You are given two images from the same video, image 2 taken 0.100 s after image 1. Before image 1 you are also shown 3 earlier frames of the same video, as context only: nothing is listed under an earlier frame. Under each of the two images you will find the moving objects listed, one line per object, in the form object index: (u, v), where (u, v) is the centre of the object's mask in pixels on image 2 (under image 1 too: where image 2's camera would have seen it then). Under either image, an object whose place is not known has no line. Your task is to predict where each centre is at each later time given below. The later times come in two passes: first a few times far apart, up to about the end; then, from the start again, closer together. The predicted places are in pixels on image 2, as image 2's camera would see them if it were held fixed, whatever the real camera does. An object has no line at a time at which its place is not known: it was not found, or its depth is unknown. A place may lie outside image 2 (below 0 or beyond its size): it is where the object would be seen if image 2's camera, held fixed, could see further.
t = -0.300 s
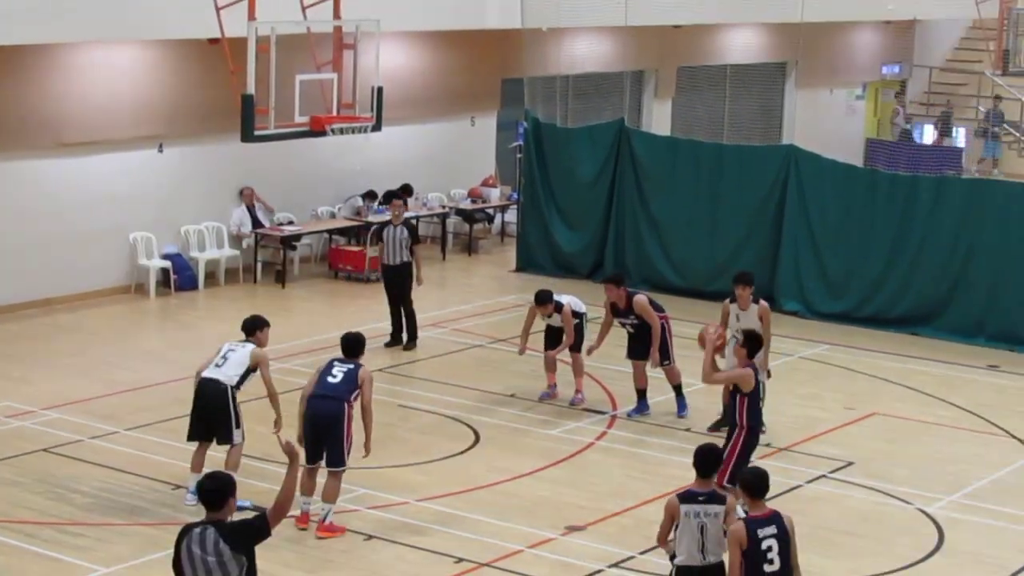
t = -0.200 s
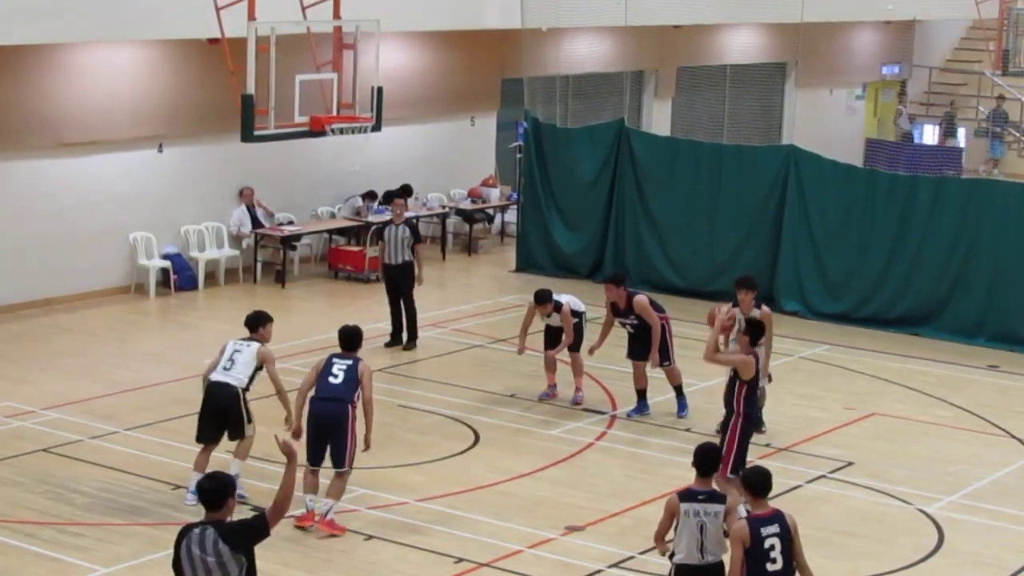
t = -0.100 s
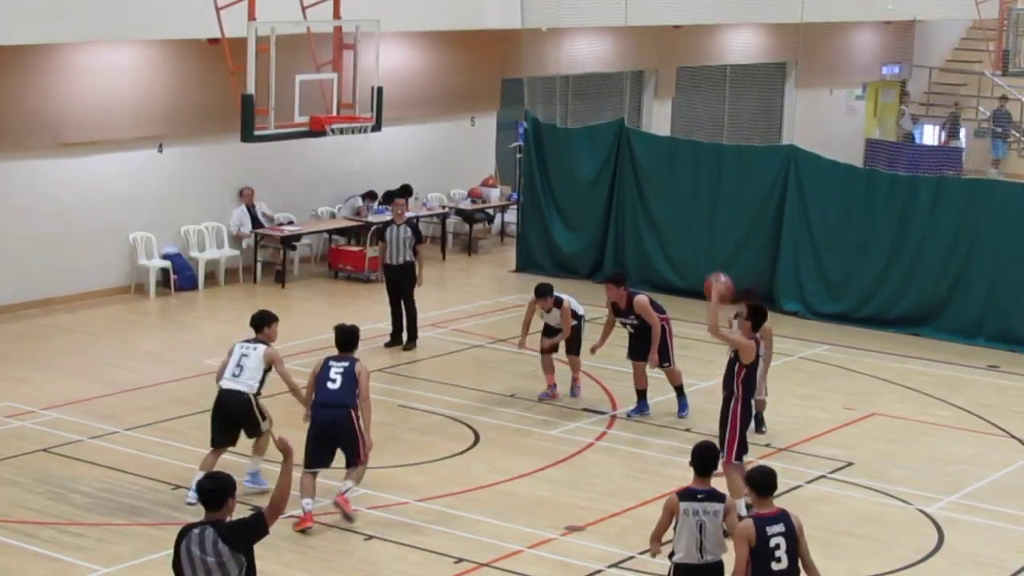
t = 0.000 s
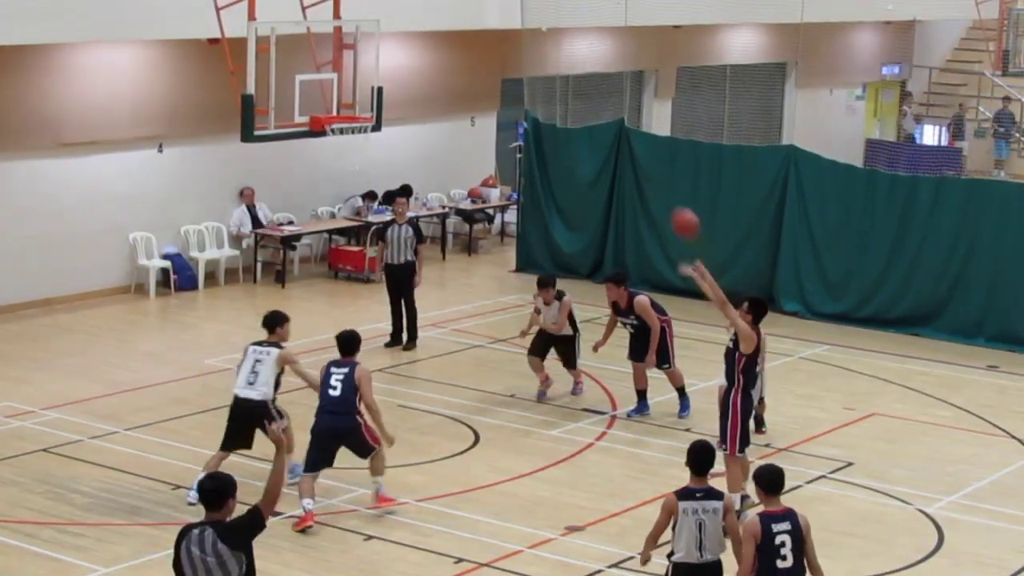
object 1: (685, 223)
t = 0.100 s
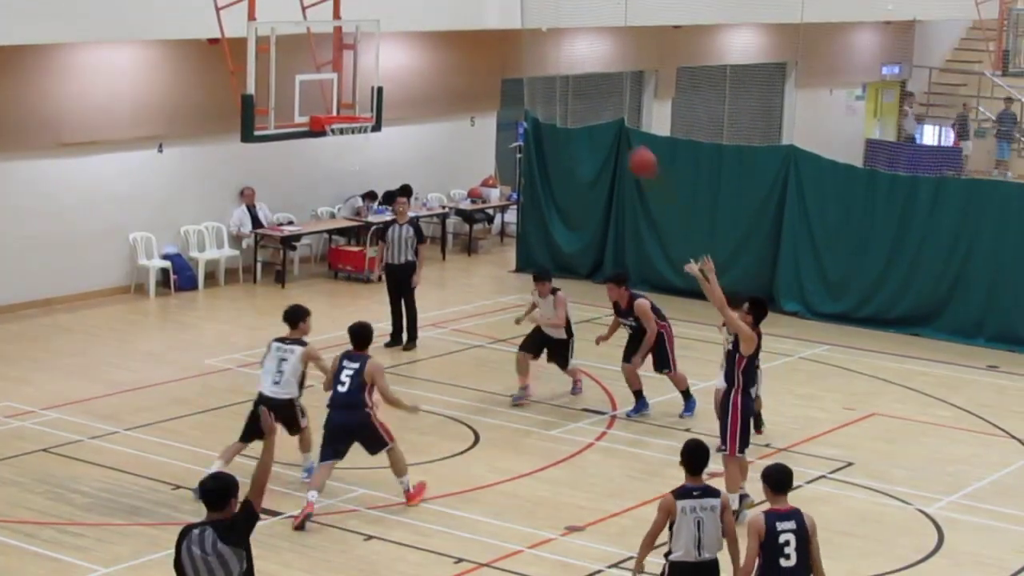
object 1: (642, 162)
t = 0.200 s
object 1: (600, 114)
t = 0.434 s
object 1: (507, 48)
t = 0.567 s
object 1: (454, 38)
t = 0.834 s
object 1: (355, 72)
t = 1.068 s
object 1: (357, 84)
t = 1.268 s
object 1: (411, 86)
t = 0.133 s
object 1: (628, 144)
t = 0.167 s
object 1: (615, 129)
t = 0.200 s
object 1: (600, 114)
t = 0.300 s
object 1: (559, 77)
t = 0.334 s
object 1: (546, 68)
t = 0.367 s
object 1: (532, 61)
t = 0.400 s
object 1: (519, 54)
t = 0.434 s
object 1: (507, 48)
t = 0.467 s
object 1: (494, 44)
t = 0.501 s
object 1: (481, 41)
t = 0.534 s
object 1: (468, 38)
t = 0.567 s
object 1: (454, 38)
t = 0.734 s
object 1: (391, 51)
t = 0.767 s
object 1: (379, 57)
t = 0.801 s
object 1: (367, 64)
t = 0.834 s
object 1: (355, 72)
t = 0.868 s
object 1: (344, 82)
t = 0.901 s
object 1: (331, 92)
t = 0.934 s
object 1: (321, 103)
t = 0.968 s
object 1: (329, 100)
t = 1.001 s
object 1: (339, 93)
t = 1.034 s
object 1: (348, 88)
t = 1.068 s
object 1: (357, 84)
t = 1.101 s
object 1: (365, 82)
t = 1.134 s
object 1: (375, 80)
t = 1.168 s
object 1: (384, 80)
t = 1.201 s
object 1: (393, 81)
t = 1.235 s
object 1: (402, 83)
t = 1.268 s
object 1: (411, 86)
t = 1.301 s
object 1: (420, 91)
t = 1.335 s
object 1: (429, 97)
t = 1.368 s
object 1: (438, 103)
